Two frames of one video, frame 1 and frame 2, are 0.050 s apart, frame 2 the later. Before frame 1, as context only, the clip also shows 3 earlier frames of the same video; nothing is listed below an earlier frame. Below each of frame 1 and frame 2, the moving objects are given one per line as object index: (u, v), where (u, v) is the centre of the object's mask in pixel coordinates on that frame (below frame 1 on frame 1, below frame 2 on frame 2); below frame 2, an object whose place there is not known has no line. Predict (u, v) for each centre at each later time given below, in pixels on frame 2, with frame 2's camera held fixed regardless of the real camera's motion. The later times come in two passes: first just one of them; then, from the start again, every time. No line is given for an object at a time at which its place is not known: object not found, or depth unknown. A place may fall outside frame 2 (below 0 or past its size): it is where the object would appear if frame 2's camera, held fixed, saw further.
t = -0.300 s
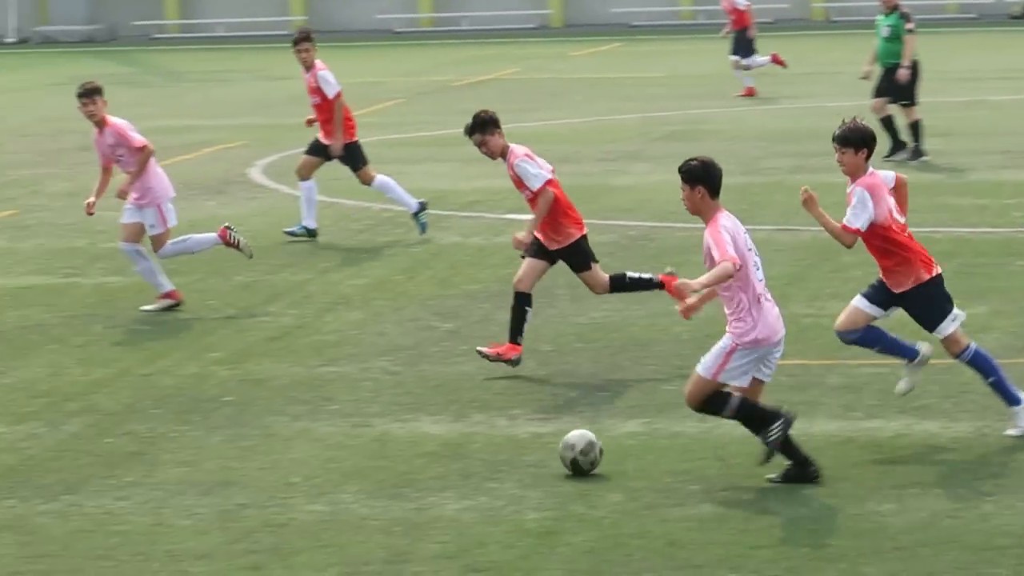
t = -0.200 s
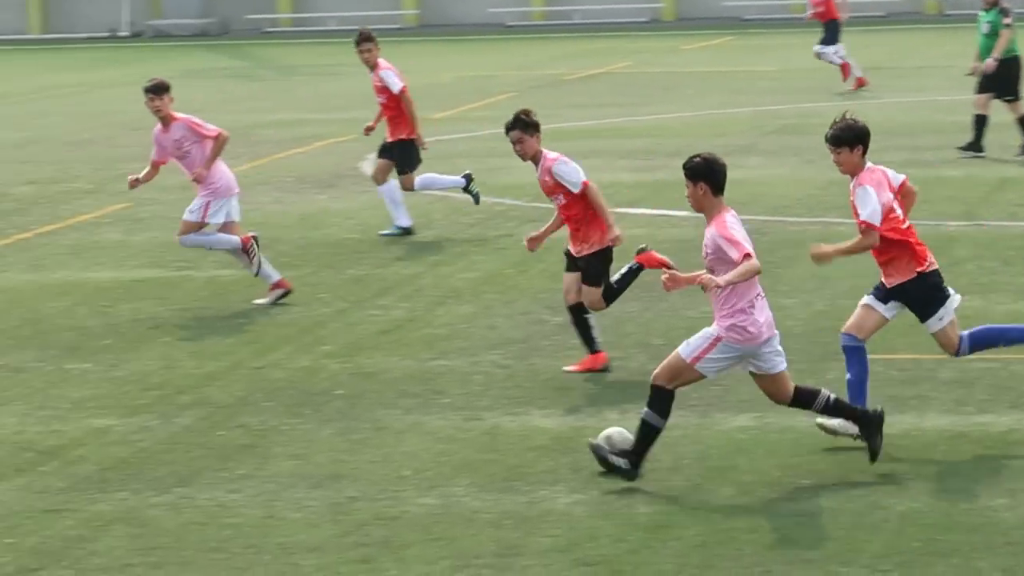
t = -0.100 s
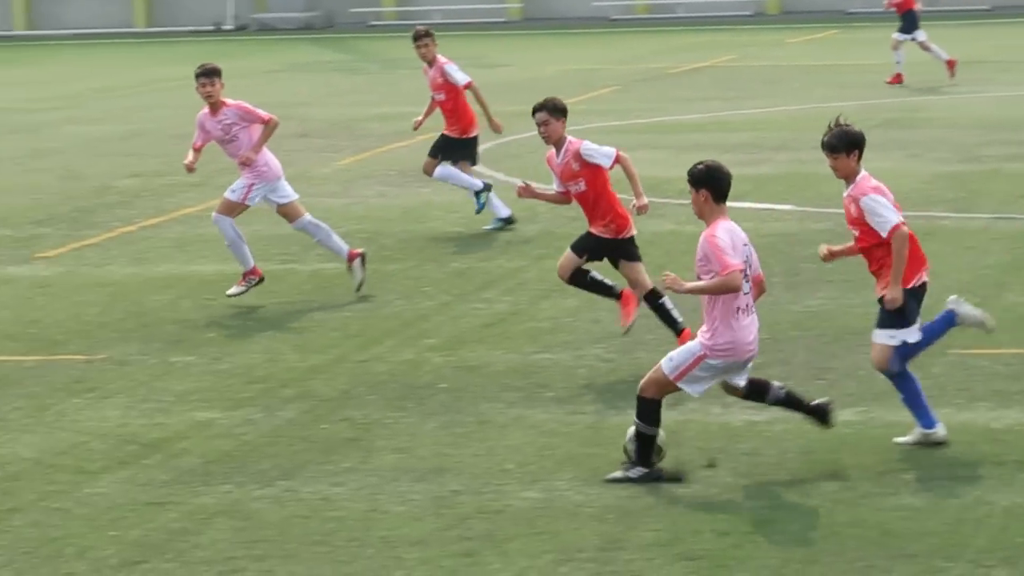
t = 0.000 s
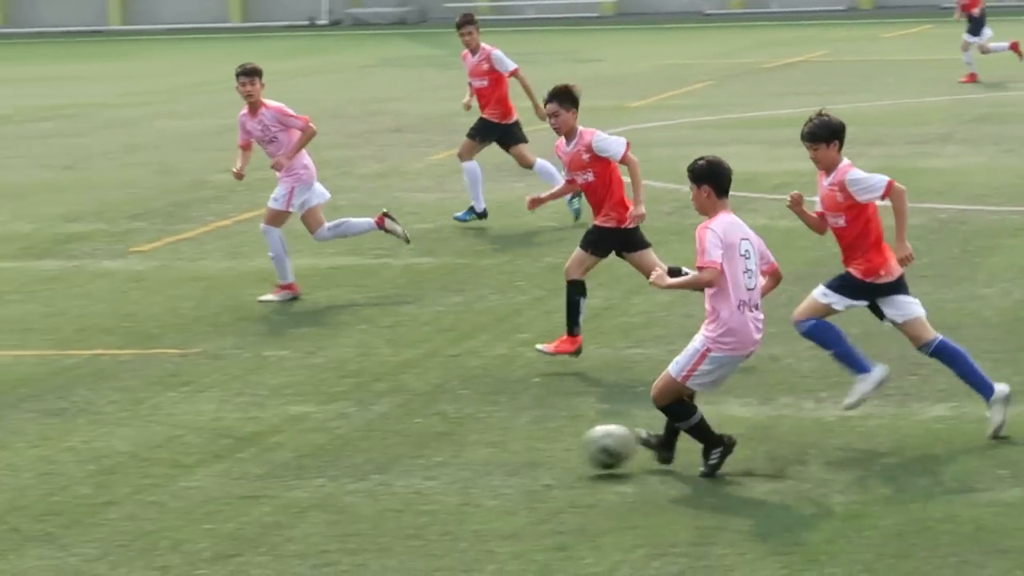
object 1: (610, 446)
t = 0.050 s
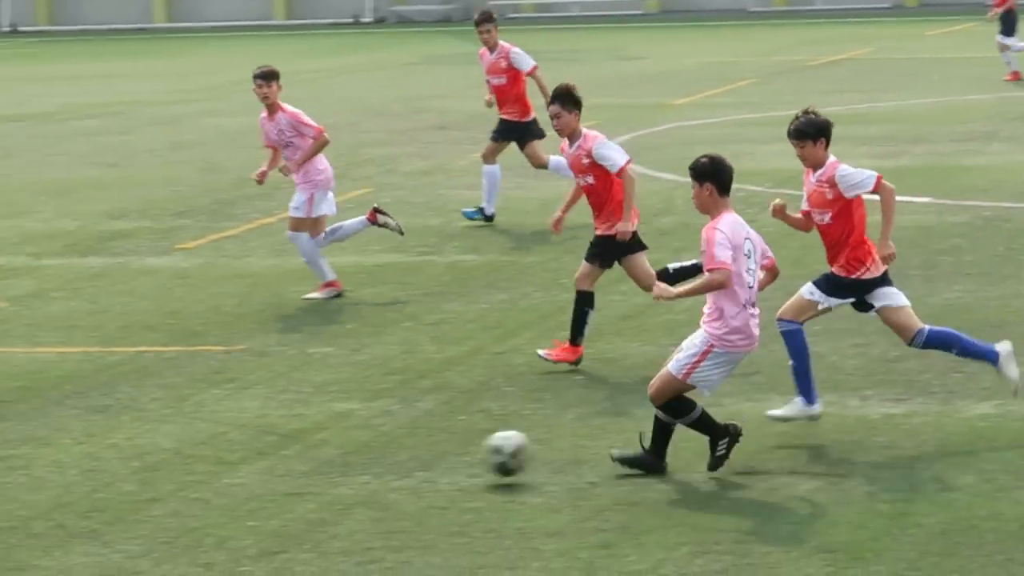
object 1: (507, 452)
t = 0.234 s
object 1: (-24, 497)
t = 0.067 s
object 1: (457, 456)
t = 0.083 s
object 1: (409, 461)
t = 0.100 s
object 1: (359, 465)
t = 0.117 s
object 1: (309, 471)
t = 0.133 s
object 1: (260, 479)
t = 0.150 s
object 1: (210, 486)
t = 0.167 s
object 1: (162, 489)
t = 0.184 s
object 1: (115, 490)
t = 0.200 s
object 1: (70, 492)
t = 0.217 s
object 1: (23, 494)
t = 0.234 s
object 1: (-24, 497)
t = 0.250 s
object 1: (-71, 500)
